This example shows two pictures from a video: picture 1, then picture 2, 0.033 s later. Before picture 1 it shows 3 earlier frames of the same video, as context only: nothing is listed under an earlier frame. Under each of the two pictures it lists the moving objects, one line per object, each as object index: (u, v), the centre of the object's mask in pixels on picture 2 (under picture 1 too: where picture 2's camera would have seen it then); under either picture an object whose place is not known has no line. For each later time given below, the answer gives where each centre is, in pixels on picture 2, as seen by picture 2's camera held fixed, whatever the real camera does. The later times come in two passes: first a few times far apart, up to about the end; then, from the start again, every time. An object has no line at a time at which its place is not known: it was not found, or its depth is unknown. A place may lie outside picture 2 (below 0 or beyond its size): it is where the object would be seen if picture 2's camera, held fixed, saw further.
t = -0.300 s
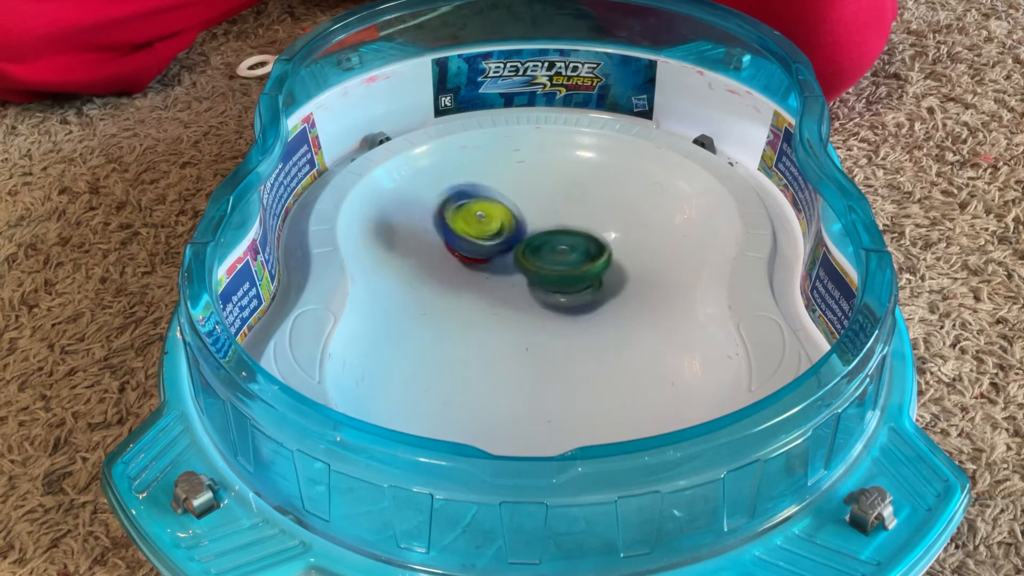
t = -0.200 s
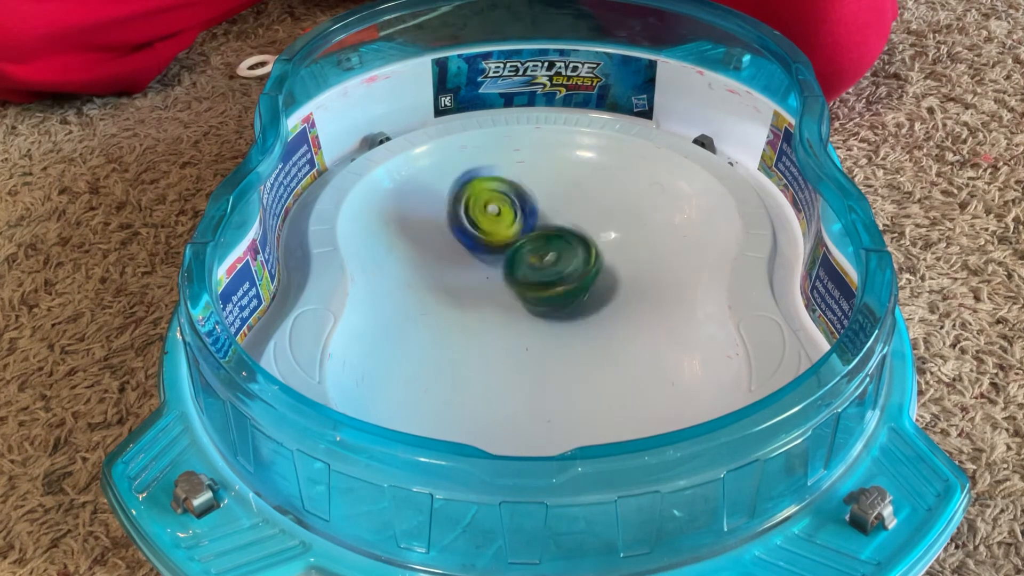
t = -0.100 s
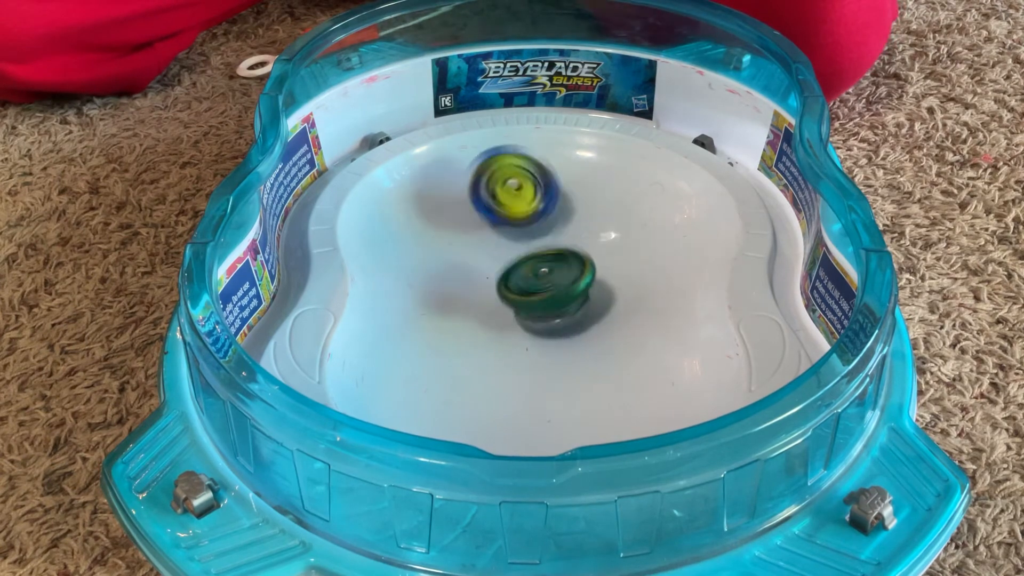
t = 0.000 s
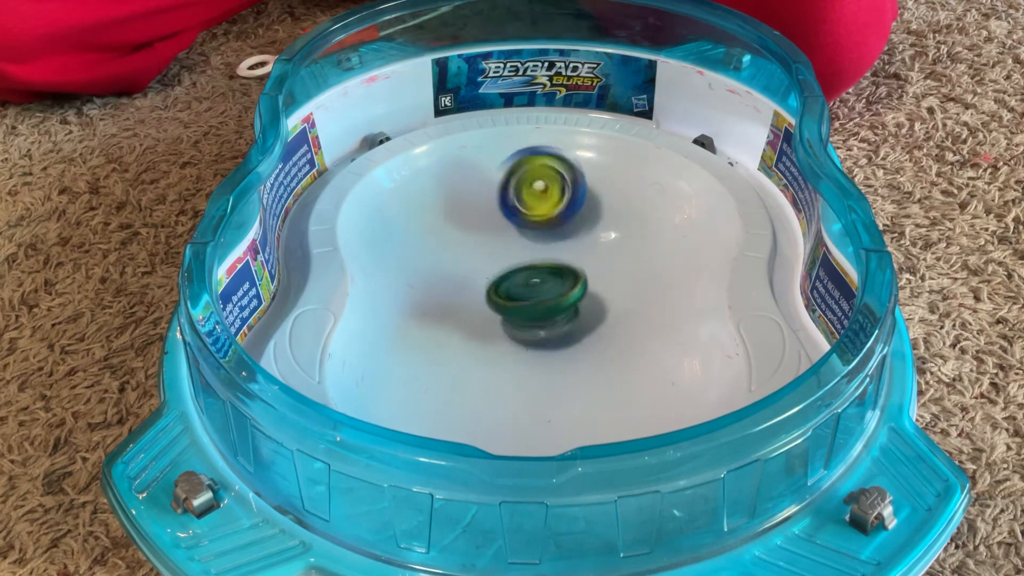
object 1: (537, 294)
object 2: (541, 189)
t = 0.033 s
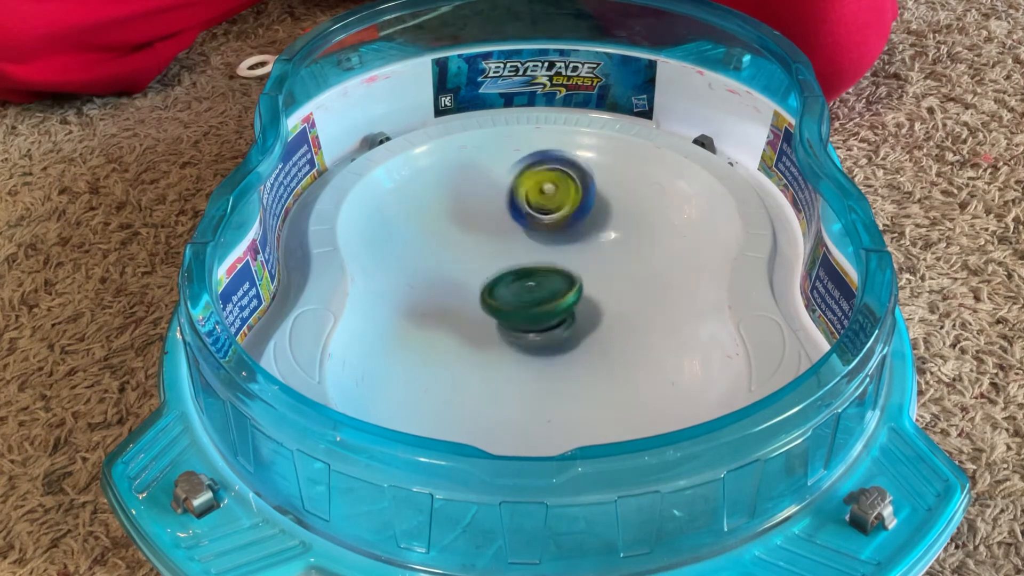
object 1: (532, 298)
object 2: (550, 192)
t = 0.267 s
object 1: (496, 302)
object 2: (592, 244)
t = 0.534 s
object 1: (463, 279)
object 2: (600, 309)
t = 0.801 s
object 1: (531, 244)
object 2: (501, 365)
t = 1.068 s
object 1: (571, 206)
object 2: (464, 399)
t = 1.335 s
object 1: (555, 215)
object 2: (487, 383)
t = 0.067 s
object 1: (526, 300)
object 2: (559, 196)
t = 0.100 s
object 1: (521, 299)
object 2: (568, 202)
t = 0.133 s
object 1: (515, 303)
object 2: (575, 210)
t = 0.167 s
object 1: (510, 303)
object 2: (581, 217)
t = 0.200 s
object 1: (506, 302)
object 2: (587, 225)
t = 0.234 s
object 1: (500, 303)
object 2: (590, 234)
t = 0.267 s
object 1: (496, 302)
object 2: (592, 244)
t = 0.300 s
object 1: (495, 301)
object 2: (593, 252)
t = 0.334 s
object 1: (491, 300)
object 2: (589, 258)
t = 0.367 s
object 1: (490, 297)
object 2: (582, 266)
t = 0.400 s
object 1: (477, 292)
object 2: (587, 270)
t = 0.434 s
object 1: (465, 288)
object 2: (596, 278)
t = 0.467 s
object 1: (461, 283)
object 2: (599, 293)
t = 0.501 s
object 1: (460, 281)
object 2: (602, 299)
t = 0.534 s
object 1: (463, 279)
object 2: (600, 309)
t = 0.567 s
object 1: (464, 280)
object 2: (593, 319)
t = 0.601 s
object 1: (469, 277)
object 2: (583, 328)
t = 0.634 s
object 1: (478, 273)
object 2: (571, 335)
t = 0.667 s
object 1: (488, 270)
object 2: (555, 342)
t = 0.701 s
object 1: (498, 266)
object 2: (542, 347)
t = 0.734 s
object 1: (509, 257)
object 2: (528, 352)
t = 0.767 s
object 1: (521, 251)
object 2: (515, 359)
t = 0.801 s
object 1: (531, 244)
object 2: (501, 365)
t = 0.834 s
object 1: (541, 240)
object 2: (491, 371)
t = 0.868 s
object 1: (548, 231)
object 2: (483, 377)
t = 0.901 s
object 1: (555, 226)
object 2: (475, 383)
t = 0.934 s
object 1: (562, 217)
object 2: (469, 389)
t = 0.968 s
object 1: (565, 214)
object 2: (466, 394)
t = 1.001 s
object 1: (570, 210)
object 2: (464, 397)
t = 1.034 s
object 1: (572, 208)
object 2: (464, 398)
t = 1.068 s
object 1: (571, 206)
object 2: (464, 399)
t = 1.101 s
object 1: (571, 209)
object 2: (464, 399)
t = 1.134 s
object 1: (567, 211)
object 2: (464, 399)
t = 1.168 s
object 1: (561, 212)
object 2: (464, 399)
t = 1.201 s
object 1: (557, 211)
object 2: (464, 398)
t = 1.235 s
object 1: (554, 212)
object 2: (465, 395)
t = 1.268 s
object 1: (555, 213)
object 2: (469, 392)
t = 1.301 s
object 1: (555, 214)
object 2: (476, 387)
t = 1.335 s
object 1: (555, 215)
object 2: (487, 383)
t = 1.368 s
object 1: (556, 216)
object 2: (498, 380)
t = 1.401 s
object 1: (556, 218)
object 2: (512, 376)
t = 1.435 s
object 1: (557, 219)
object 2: (525, 372)
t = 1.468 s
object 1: (557, 220)
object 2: (536, 371)
